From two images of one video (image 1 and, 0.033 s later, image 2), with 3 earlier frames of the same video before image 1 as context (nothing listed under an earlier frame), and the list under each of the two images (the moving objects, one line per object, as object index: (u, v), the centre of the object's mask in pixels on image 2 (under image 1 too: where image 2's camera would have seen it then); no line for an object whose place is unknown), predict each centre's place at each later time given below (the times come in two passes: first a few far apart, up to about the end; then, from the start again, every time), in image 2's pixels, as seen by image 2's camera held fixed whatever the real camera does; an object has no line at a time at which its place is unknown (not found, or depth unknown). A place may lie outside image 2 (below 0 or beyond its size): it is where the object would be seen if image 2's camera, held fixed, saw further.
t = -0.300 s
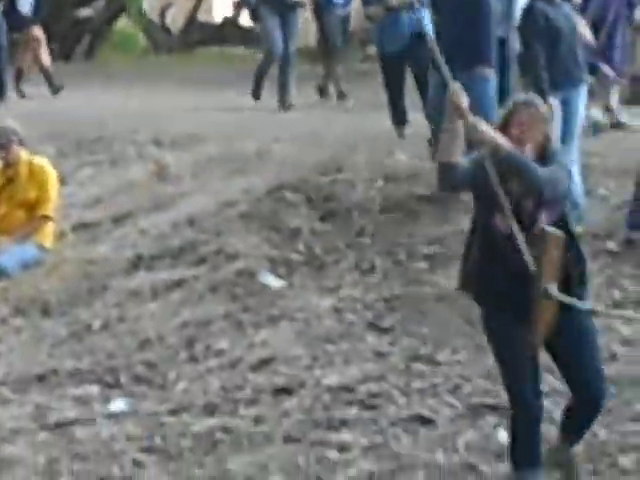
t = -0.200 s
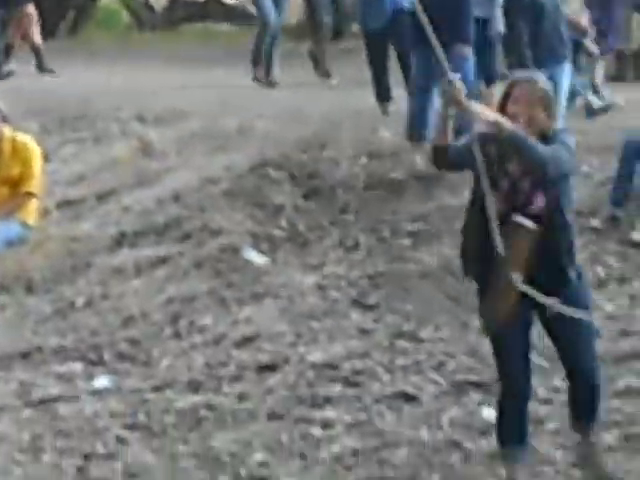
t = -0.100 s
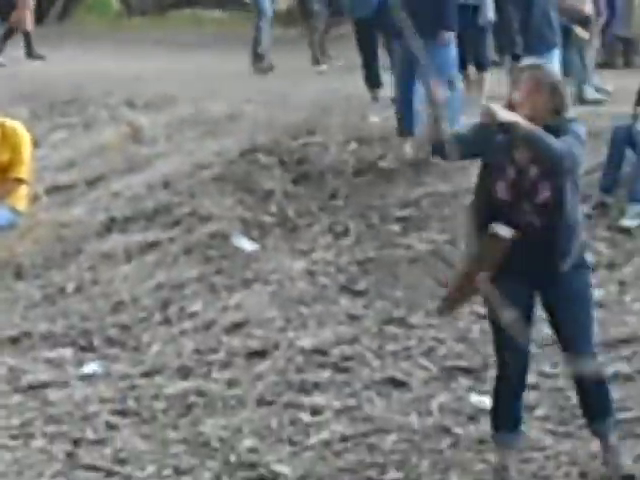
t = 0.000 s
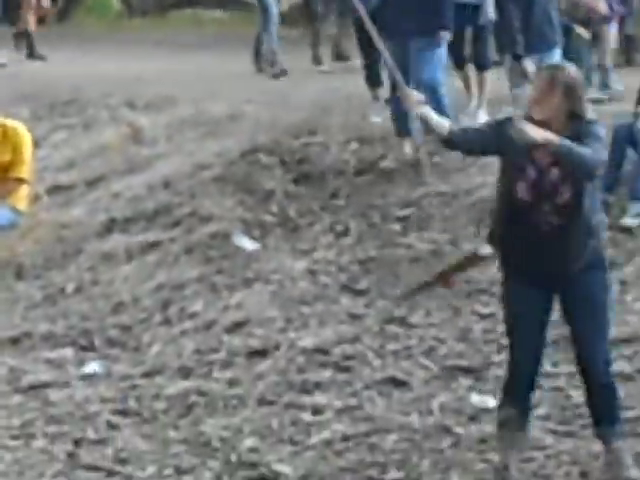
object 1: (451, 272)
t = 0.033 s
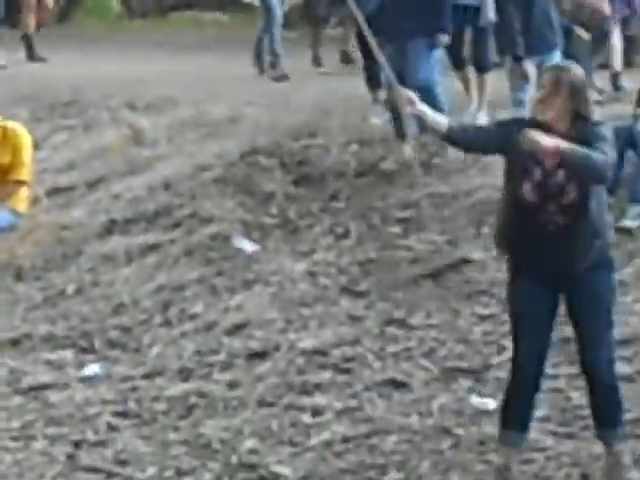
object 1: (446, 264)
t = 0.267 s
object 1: (343, 240)
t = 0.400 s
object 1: (289, 271)
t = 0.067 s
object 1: (426, 260)
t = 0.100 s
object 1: (404, 256)
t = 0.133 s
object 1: (391, 248)
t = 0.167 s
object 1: (381, 243)
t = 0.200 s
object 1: (365, 237)
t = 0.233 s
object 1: (354, 236)
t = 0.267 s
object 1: (343, 240)
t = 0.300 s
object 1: (328, 244)
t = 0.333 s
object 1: (320, 257)
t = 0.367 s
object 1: (302, 262)
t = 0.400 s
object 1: (289, 271)
